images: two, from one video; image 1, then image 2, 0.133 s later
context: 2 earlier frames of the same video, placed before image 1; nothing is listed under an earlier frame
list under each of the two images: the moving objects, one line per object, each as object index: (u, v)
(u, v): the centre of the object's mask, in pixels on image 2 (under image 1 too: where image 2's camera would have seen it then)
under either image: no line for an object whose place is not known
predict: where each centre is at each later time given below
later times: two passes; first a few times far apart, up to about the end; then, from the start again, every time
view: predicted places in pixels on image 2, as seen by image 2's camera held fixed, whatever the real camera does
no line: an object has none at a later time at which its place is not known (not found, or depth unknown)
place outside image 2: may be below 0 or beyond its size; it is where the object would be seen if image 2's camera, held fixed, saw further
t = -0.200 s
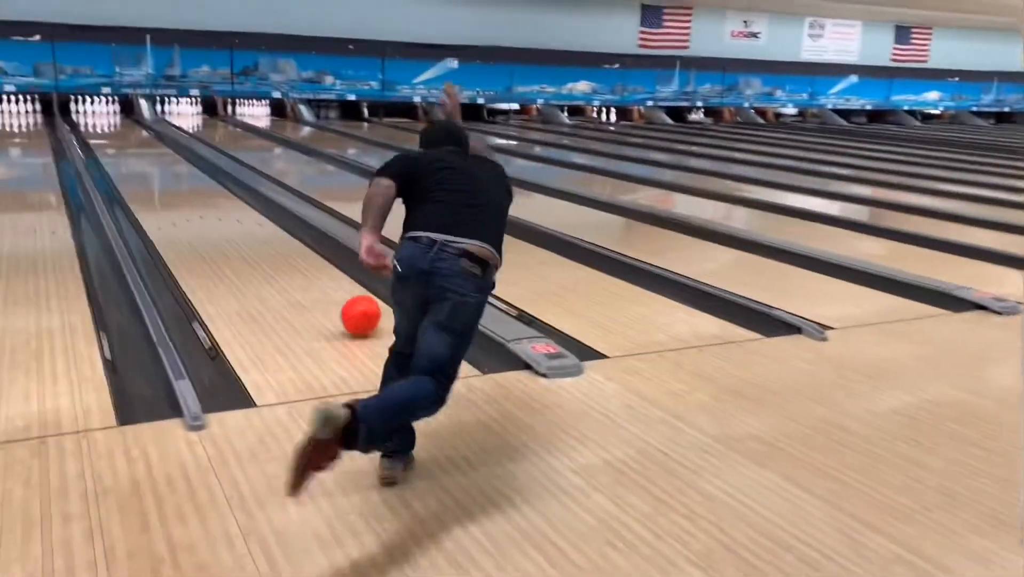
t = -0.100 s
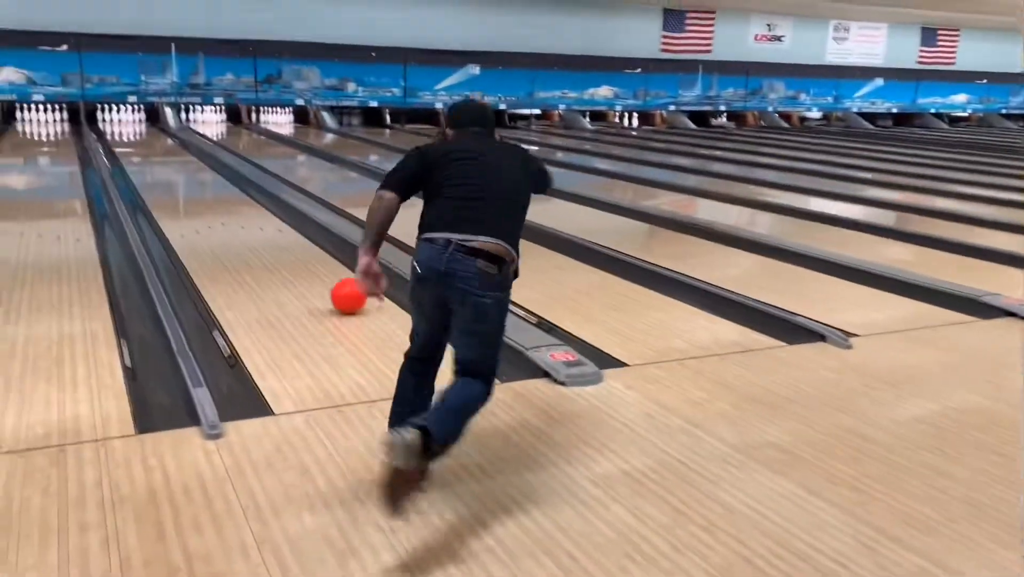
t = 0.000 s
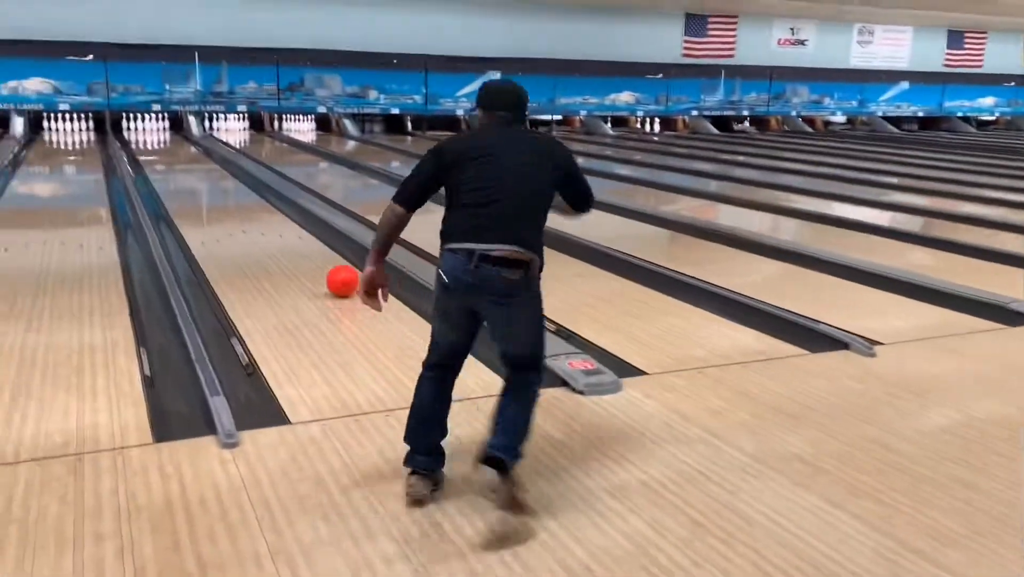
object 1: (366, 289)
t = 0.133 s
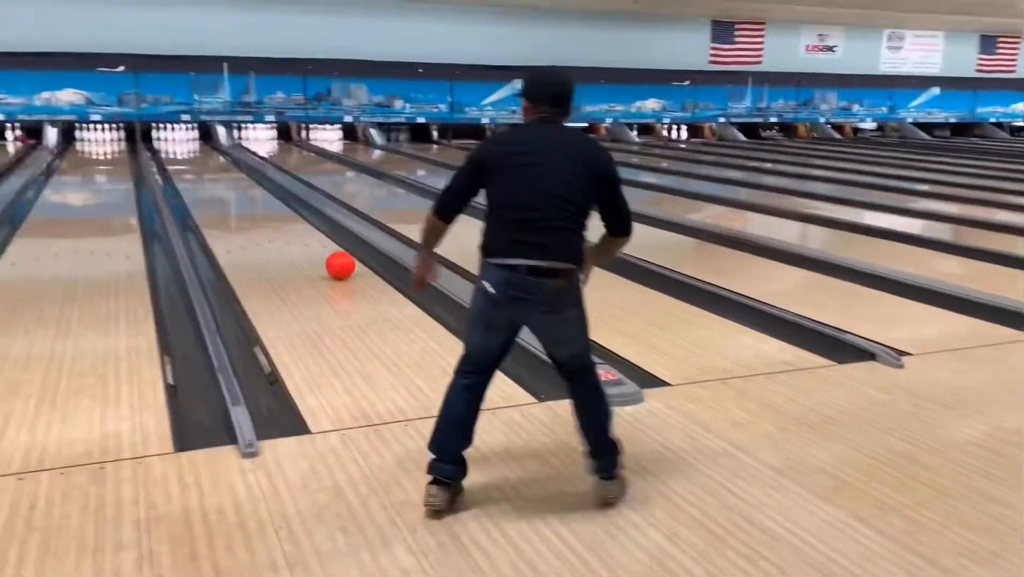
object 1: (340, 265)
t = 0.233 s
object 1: (325, 251)
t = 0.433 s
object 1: (299, 228)
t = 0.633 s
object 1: (279, 210)
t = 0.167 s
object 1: (335, 260)
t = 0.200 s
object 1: (330, 255)
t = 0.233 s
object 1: (325, 251)
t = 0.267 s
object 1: (320, 246)
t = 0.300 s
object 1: (316, 242)
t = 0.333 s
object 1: (311, 238)
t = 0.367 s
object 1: (307, 234)
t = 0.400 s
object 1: (303, 231)
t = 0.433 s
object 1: (299, 228)
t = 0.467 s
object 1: (295, 224)
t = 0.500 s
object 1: (292, 221)
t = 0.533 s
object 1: (289, 218)
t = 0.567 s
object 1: (285, 215)
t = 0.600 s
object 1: (282, 213)
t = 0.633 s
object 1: (279, 210)
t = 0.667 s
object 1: (277, 207)
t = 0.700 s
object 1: (274, 205)
